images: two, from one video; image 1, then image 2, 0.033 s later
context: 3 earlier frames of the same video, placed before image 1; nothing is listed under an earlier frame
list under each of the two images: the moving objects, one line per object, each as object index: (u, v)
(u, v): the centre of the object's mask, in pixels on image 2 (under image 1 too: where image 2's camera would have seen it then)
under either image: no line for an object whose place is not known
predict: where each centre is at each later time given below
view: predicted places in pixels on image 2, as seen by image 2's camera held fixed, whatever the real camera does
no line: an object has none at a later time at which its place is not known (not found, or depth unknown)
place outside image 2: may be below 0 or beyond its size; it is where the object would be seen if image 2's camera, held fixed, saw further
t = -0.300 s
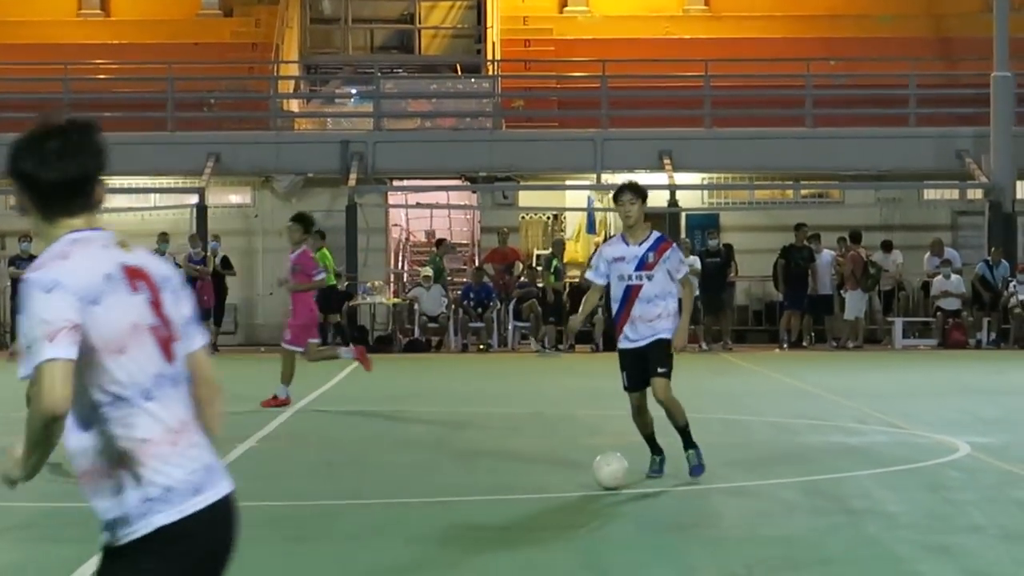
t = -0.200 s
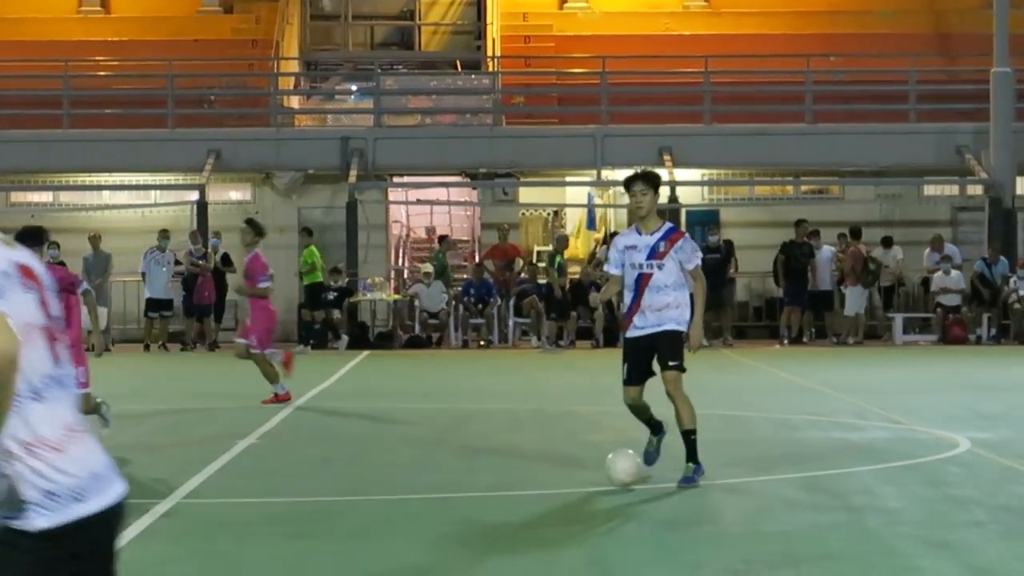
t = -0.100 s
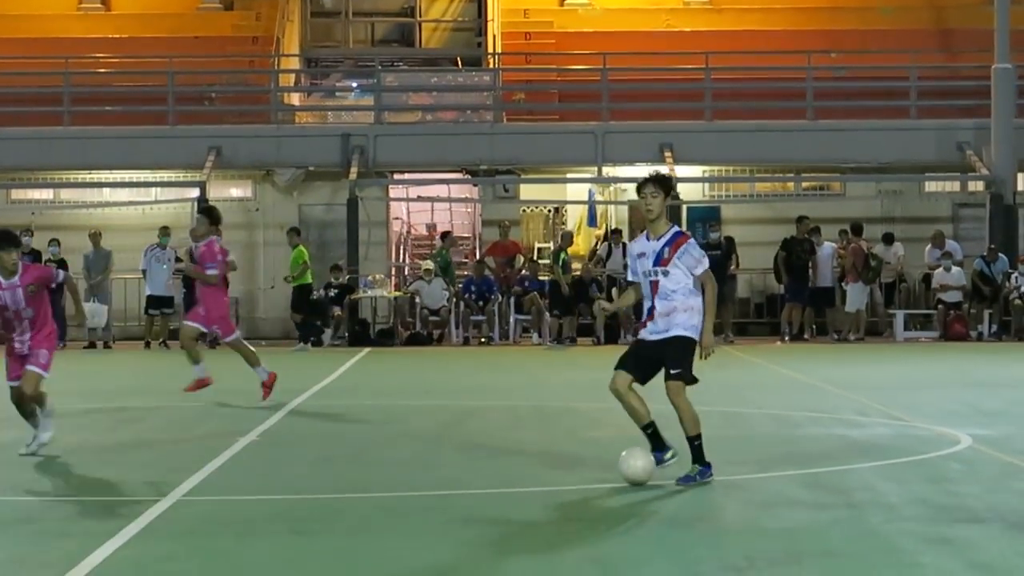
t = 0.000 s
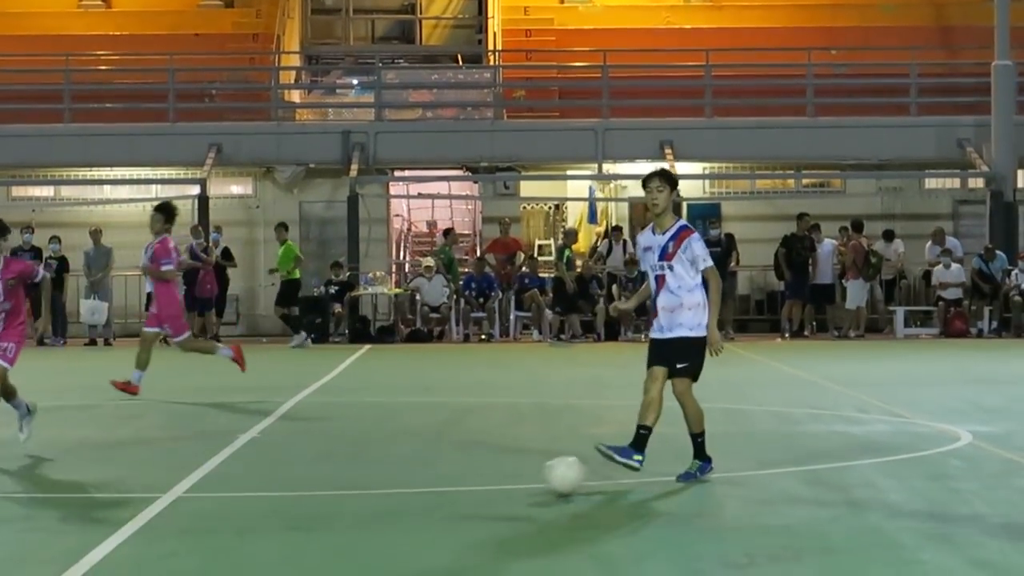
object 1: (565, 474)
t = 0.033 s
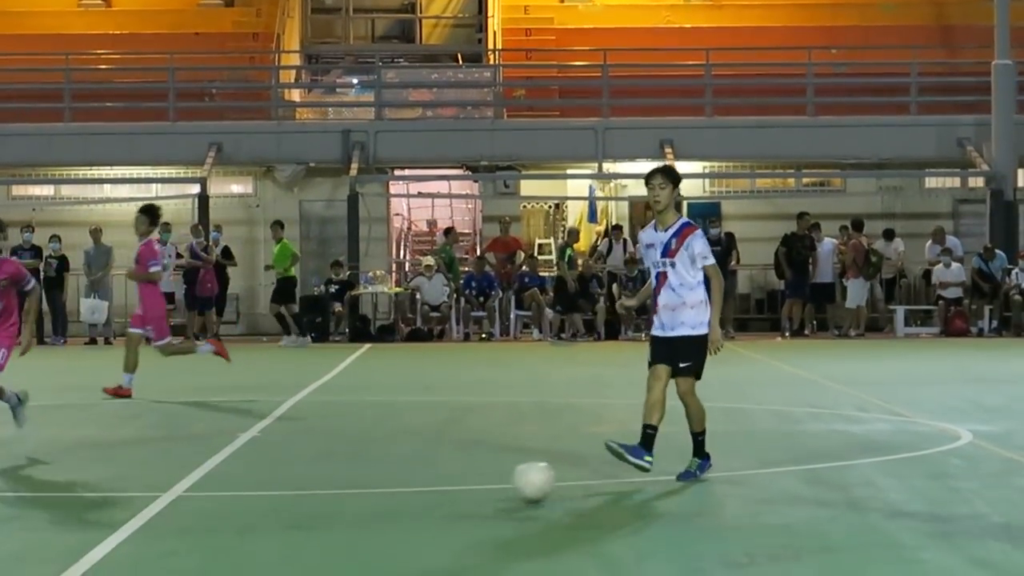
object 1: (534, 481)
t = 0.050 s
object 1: (518, 483)
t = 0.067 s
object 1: (502, 486)
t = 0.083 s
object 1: (487, 490)
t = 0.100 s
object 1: (470, 494)
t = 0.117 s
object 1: (453, 497)
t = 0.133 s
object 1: (436, 498)
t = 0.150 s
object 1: (418, 500)
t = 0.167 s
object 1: (401, 503)
